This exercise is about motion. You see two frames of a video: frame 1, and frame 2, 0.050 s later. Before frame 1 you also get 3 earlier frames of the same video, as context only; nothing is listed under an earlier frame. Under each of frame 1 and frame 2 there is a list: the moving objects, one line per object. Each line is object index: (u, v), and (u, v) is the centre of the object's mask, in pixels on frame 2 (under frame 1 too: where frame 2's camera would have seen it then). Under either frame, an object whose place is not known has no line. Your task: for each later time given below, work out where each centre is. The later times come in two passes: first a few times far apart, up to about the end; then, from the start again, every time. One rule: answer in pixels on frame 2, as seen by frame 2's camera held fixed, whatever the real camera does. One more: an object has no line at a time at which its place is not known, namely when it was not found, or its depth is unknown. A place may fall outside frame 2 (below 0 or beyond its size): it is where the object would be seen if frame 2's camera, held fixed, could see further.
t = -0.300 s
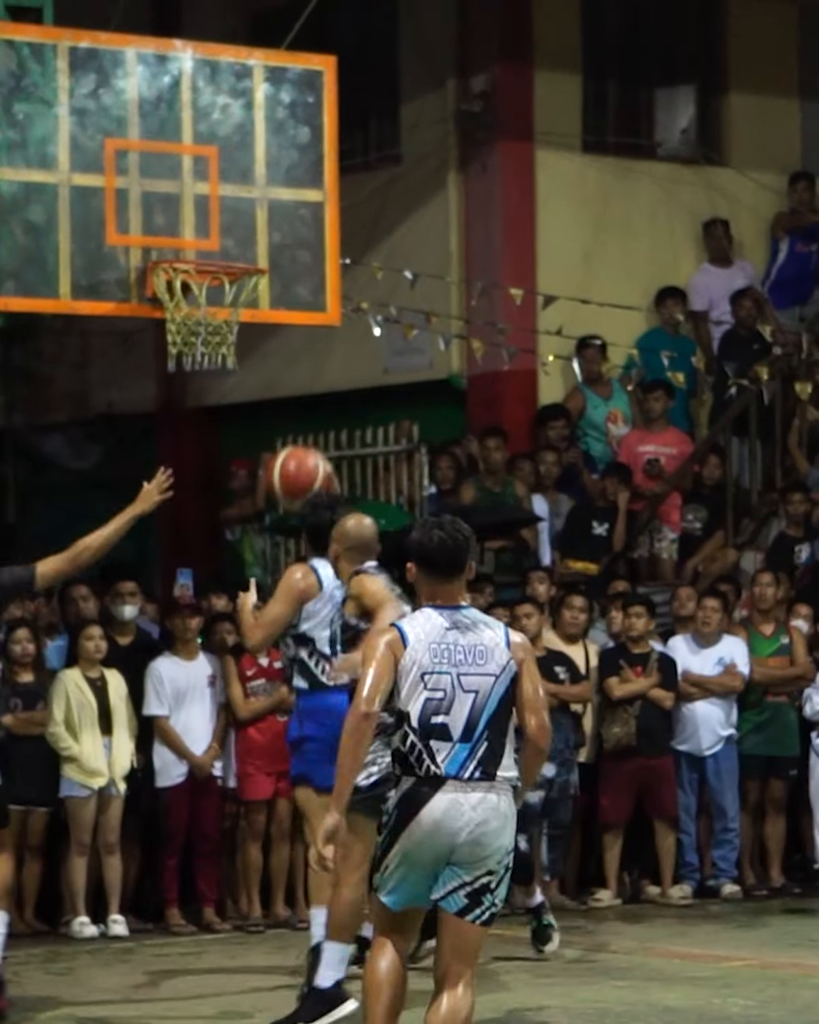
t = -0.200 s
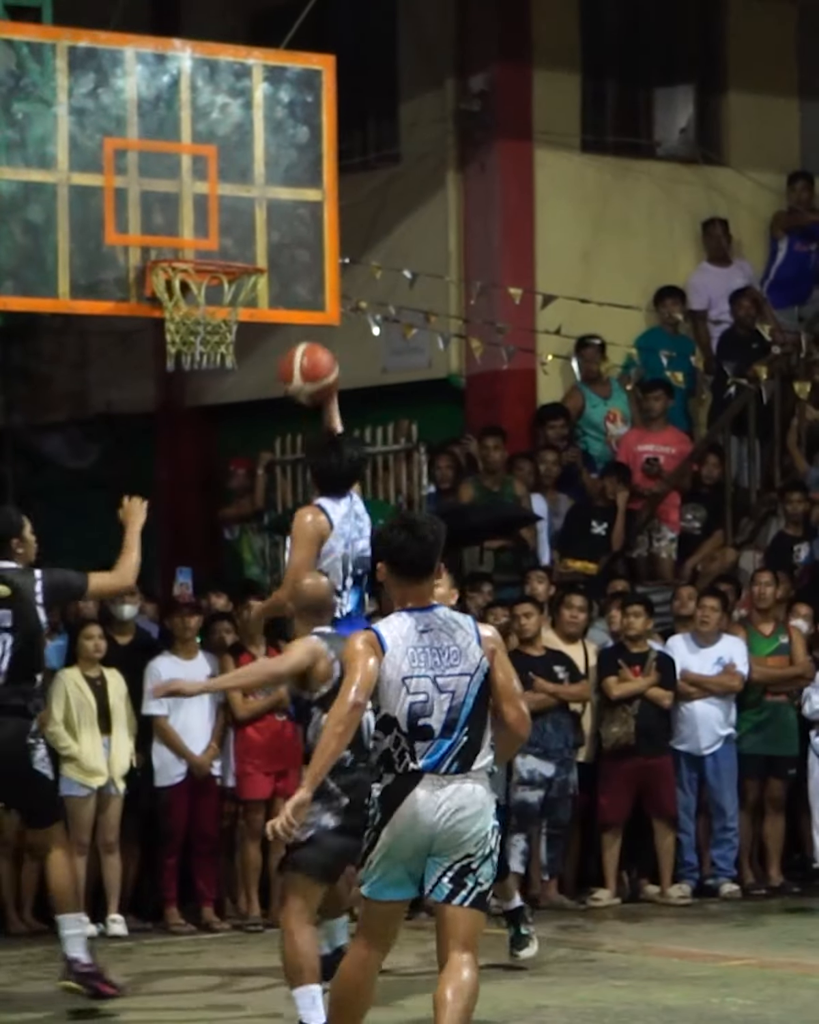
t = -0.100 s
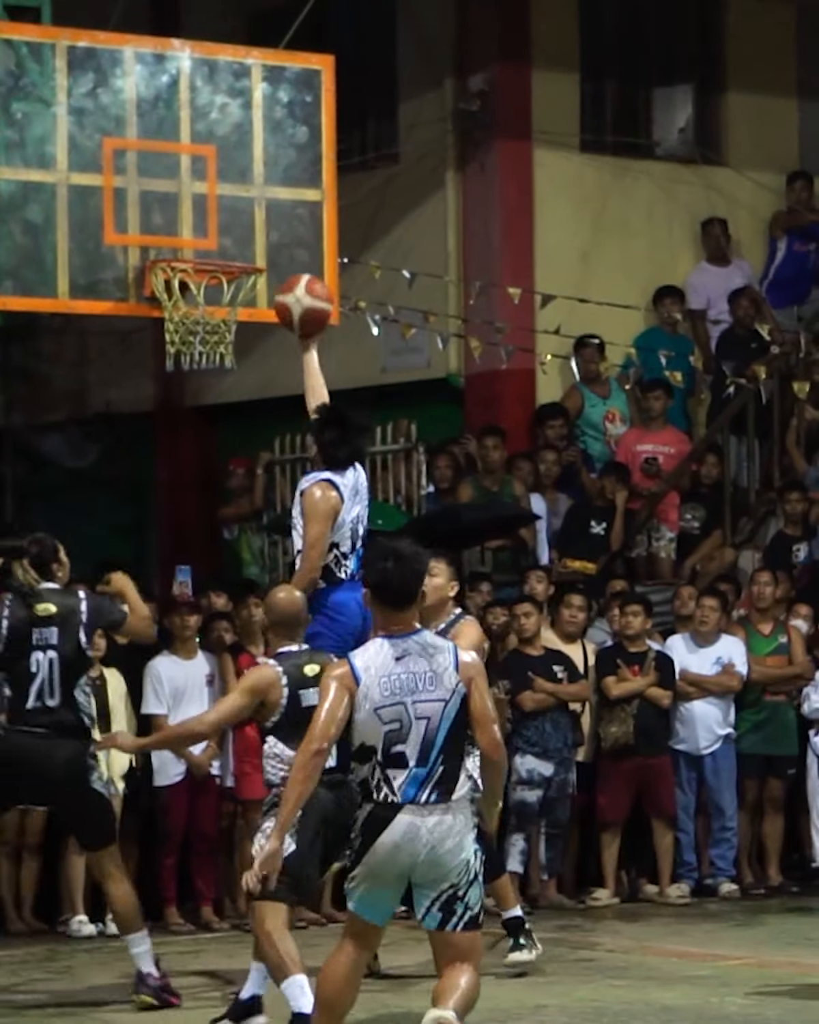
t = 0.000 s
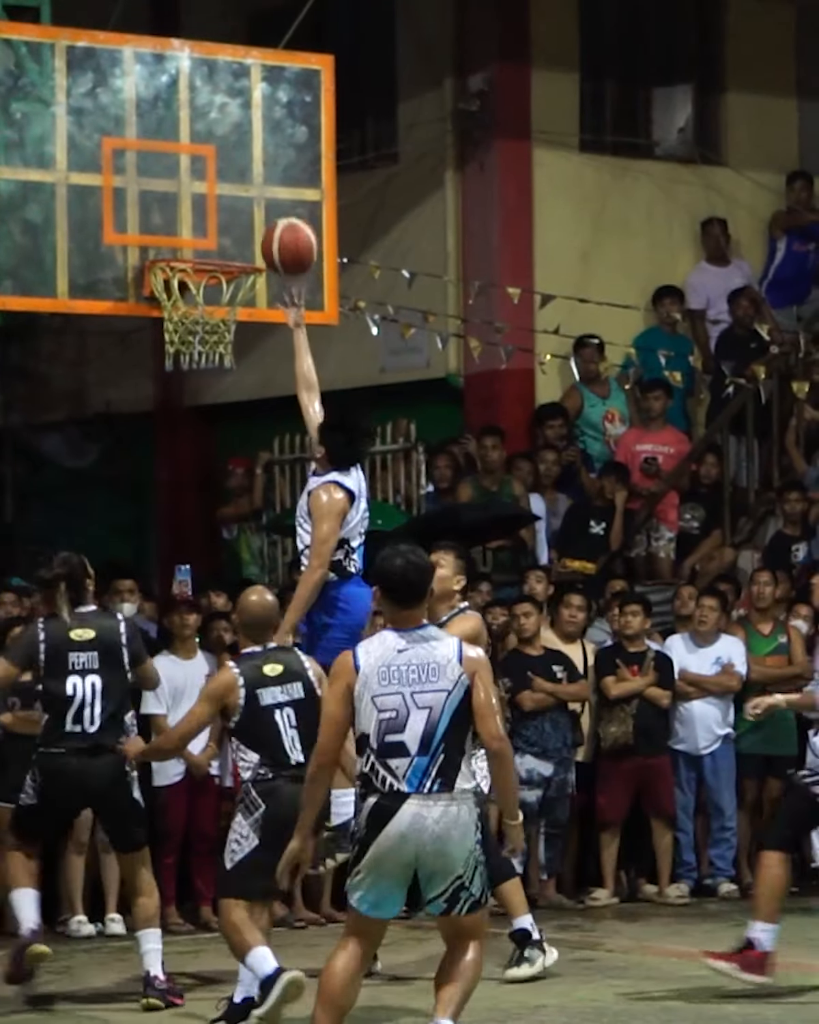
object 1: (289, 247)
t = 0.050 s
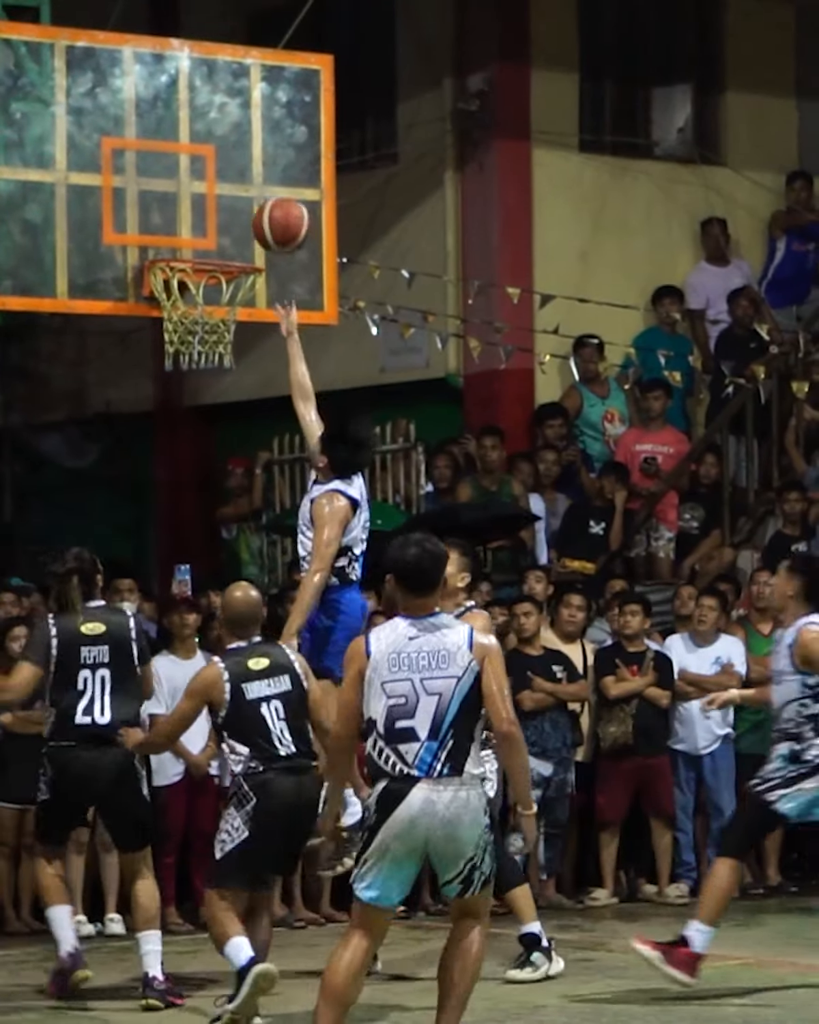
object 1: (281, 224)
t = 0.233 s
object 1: (254, 198)
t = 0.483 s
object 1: (219, 283)
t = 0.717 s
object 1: (190, 312)
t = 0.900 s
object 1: (186, 376)
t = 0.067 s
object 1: (278, 219)
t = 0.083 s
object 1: (276, 215)
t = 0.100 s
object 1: (274, 210)
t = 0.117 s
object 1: (271, 206)
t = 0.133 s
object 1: (268, 203)
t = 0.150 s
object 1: (266, 201)
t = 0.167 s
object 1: (263, 199)
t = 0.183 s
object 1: (261, 198)
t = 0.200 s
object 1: (259, 198)
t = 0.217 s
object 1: (256, 198)
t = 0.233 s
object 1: (254, 198)
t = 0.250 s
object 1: (251, 199)
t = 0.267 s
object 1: (248, 201)
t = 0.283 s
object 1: (246, 204)
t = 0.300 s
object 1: (244, 206)
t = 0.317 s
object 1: (242, 211)
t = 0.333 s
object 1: (240, 215)
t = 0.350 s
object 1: (237, 220)
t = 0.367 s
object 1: (234, 226)
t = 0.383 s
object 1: (232, 233)
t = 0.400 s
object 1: (230, 238)
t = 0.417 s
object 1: (228, 243)
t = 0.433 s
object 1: (227, 255)
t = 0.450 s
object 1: (224, 265)
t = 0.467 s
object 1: (223, 273)
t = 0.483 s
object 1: (219, 283)
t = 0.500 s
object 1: (218, 290)
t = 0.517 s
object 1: (213, 292)
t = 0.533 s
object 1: (210, 293)
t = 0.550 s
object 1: (208, 293)
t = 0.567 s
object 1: (206, 293)
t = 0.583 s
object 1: (204, 293)
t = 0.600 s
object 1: (203, 293)
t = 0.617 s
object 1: (202, 294)
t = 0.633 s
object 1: (202, 295)
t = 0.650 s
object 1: (201, 297)
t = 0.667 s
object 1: (196, 300)
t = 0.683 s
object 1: (191, 303)
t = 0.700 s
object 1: (193, 306)
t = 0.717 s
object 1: (190, 312)
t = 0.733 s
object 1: (189, 315)
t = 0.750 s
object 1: (183, 320)
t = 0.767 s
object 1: (181, 323)
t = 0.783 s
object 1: (183, 322)
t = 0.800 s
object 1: (183, 331)
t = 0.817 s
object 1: (183, 354)
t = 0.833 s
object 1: (184, 356)
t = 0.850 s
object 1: (183, 360)
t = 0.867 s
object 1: (186, 363)
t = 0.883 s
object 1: (186, 368)
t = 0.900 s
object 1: (186, 376)
